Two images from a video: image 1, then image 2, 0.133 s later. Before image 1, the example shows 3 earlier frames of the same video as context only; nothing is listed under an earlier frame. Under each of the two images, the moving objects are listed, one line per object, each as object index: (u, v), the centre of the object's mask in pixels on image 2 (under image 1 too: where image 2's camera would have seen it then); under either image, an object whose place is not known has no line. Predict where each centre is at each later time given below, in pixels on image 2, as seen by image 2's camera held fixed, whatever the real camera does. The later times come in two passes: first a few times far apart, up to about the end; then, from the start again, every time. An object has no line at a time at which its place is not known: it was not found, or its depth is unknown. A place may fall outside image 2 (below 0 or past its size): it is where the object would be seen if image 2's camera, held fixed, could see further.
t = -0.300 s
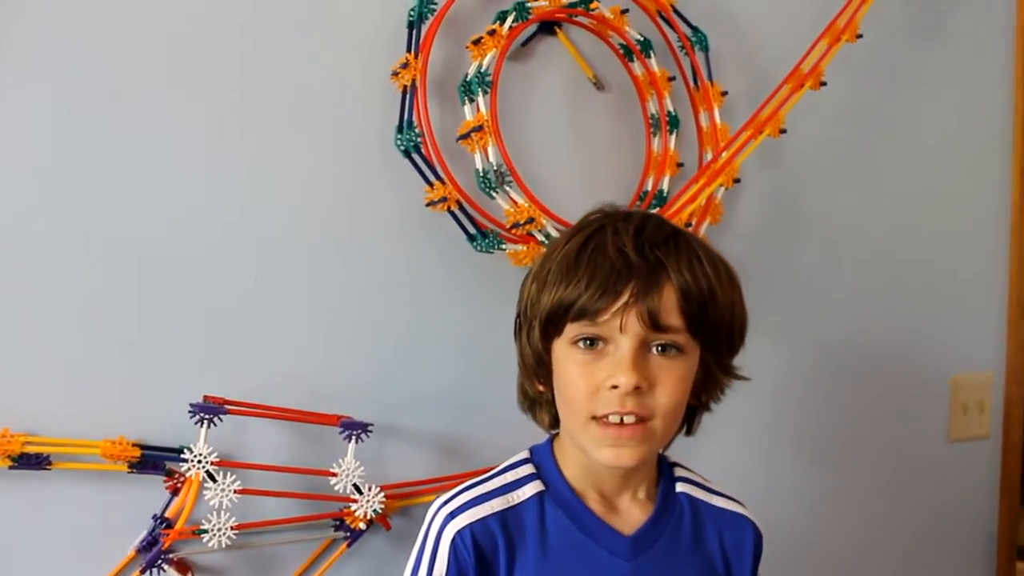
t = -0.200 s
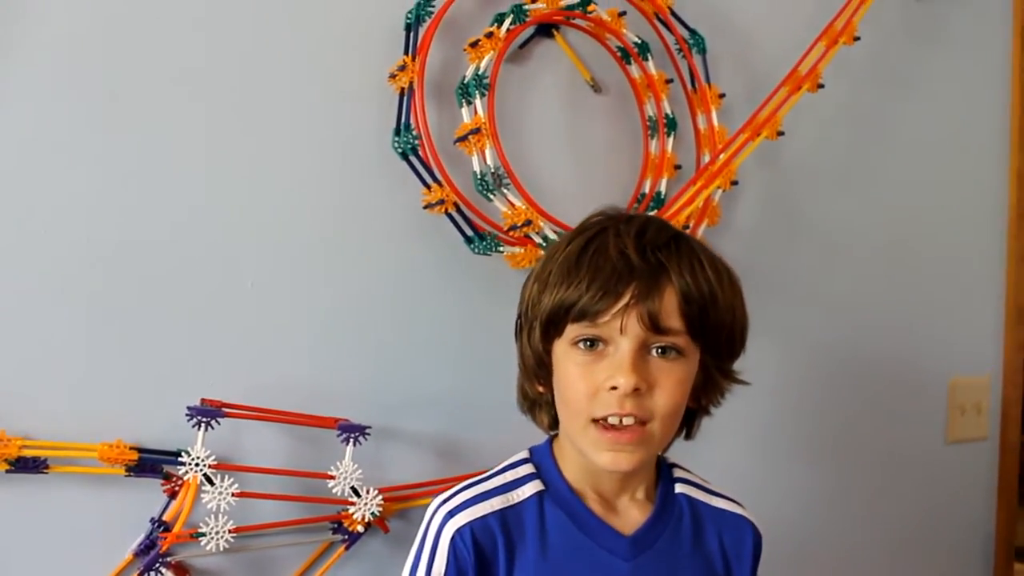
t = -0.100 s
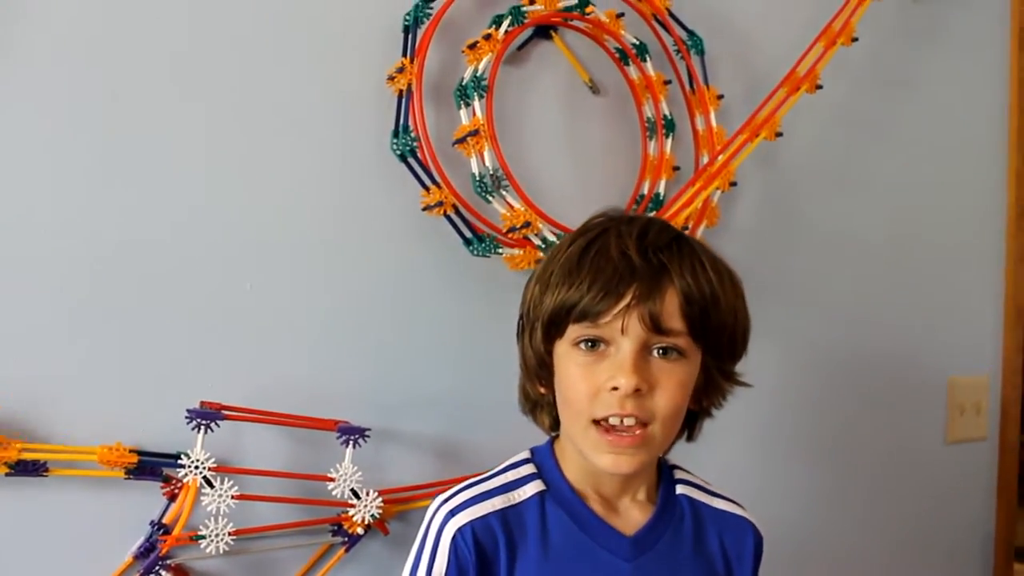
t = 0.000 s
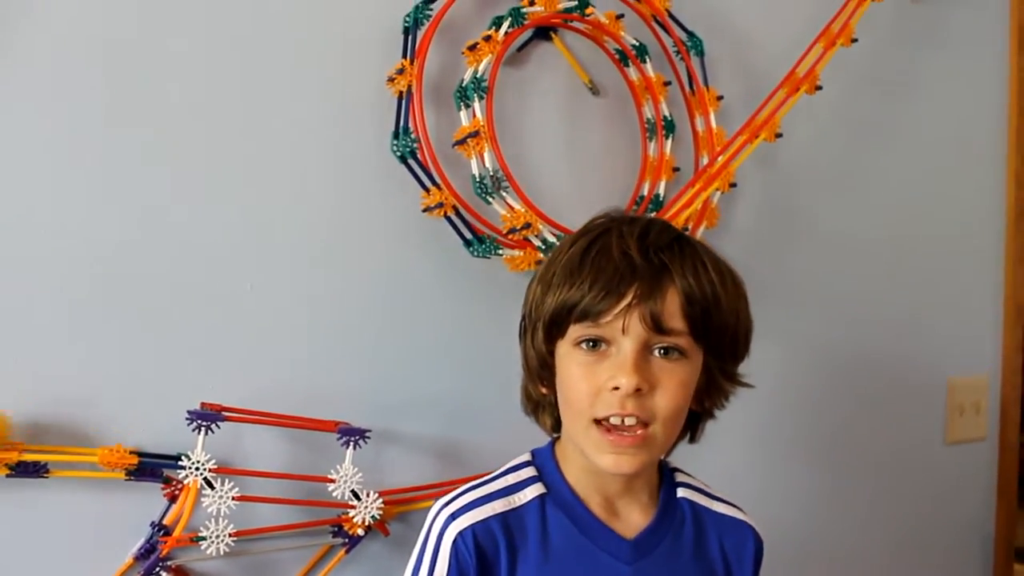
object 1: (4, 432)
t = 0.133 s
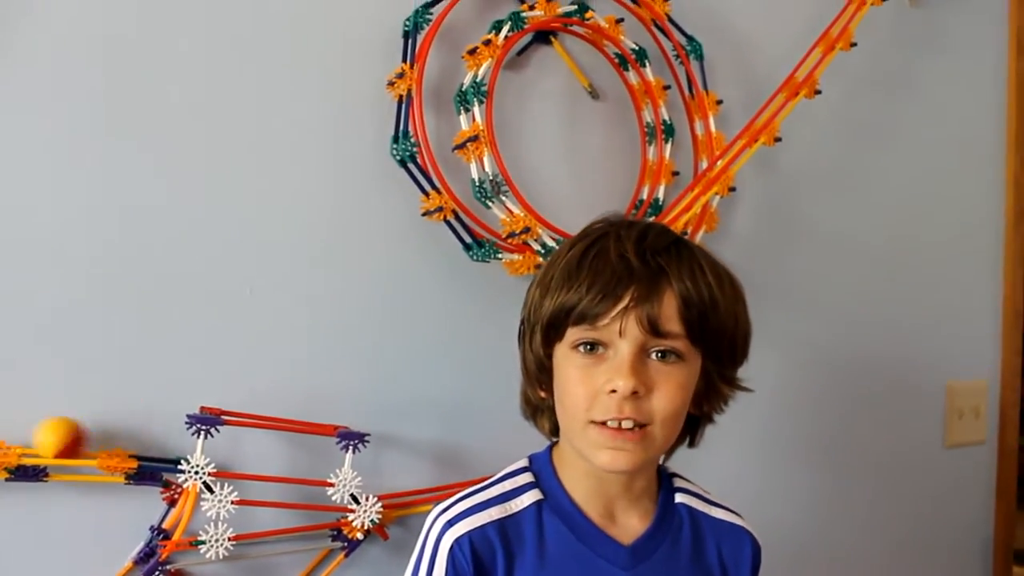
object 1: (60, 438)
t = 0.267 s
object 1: (138, 443)
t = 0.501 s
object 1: (232, 470)
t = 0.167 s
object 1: (78, 438)
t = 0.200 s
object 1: (100, 439)
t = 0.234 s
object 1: (119, 440)
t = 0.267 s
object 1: (138, 443)
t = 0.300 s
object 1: (158, 445)
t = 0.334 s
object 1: (173, 444)
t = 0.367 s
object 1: (178, 441)
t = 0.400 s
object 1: (190, 443)
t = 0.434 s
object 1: (206, 446)
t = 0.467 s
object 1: (222, 454)
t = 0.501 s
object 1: (232, 470)
